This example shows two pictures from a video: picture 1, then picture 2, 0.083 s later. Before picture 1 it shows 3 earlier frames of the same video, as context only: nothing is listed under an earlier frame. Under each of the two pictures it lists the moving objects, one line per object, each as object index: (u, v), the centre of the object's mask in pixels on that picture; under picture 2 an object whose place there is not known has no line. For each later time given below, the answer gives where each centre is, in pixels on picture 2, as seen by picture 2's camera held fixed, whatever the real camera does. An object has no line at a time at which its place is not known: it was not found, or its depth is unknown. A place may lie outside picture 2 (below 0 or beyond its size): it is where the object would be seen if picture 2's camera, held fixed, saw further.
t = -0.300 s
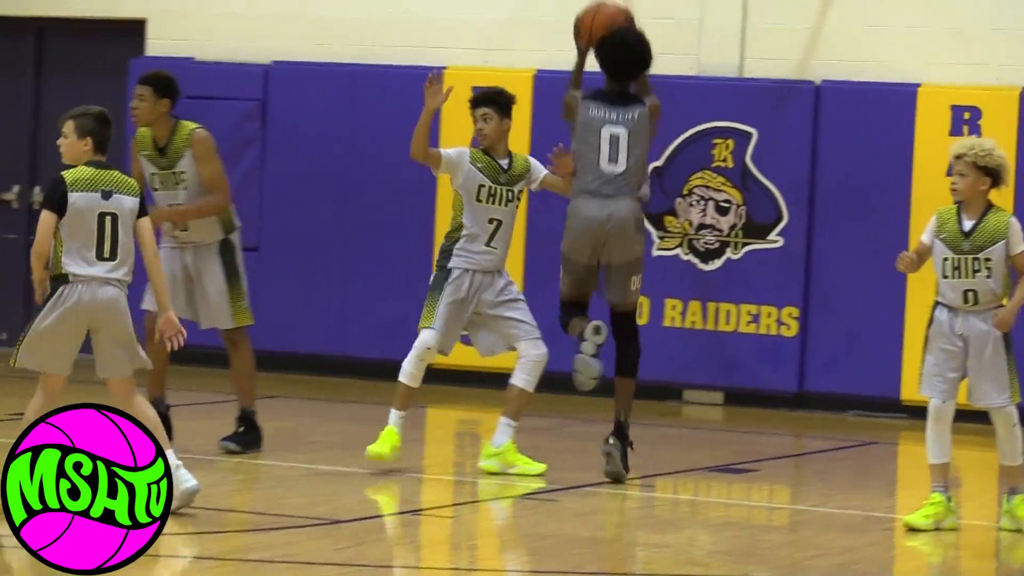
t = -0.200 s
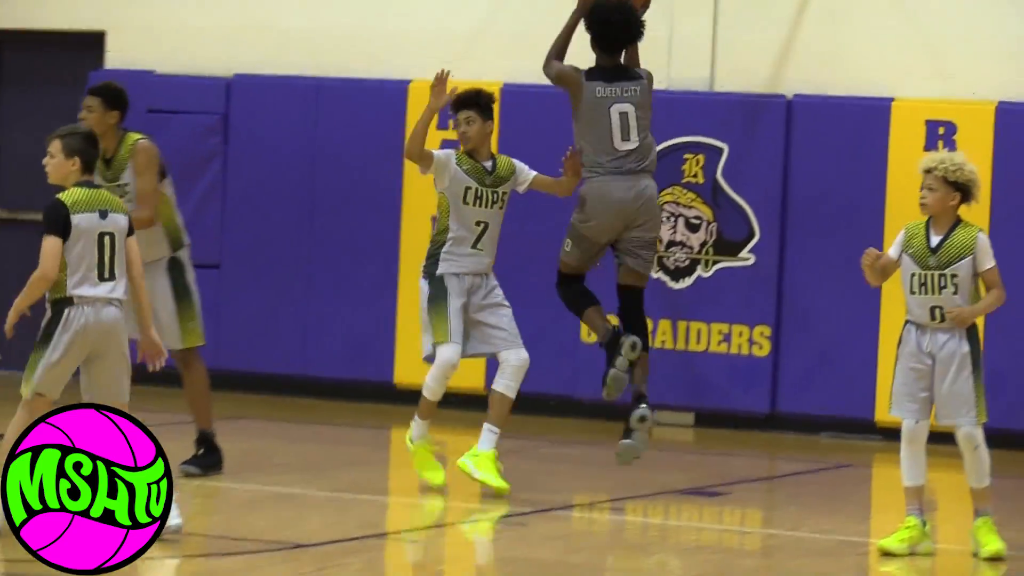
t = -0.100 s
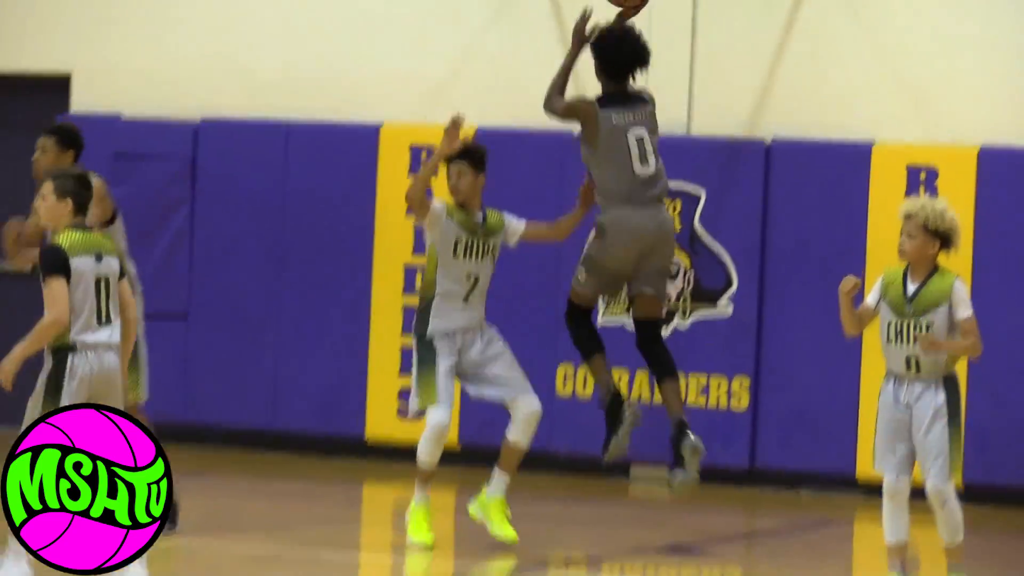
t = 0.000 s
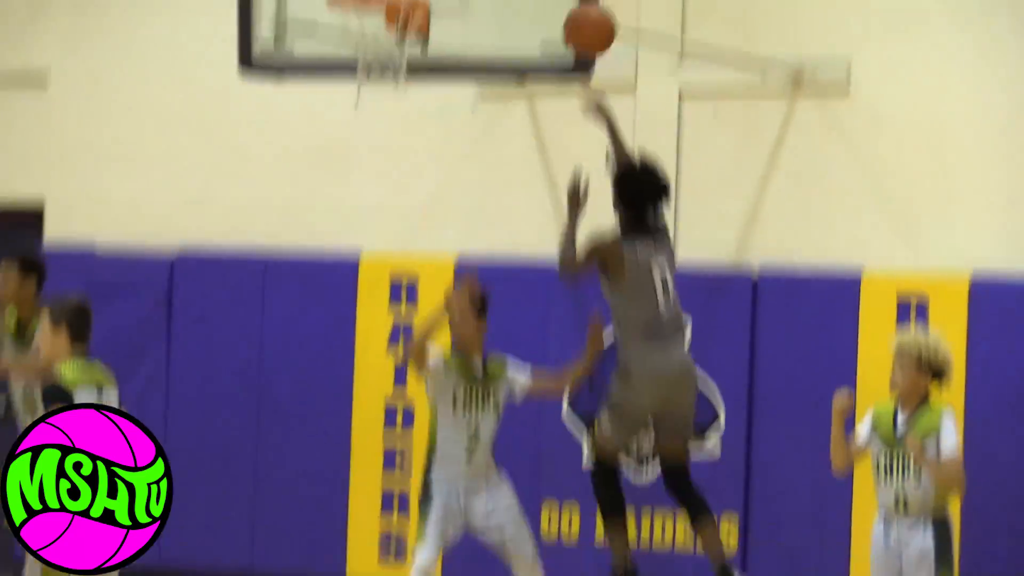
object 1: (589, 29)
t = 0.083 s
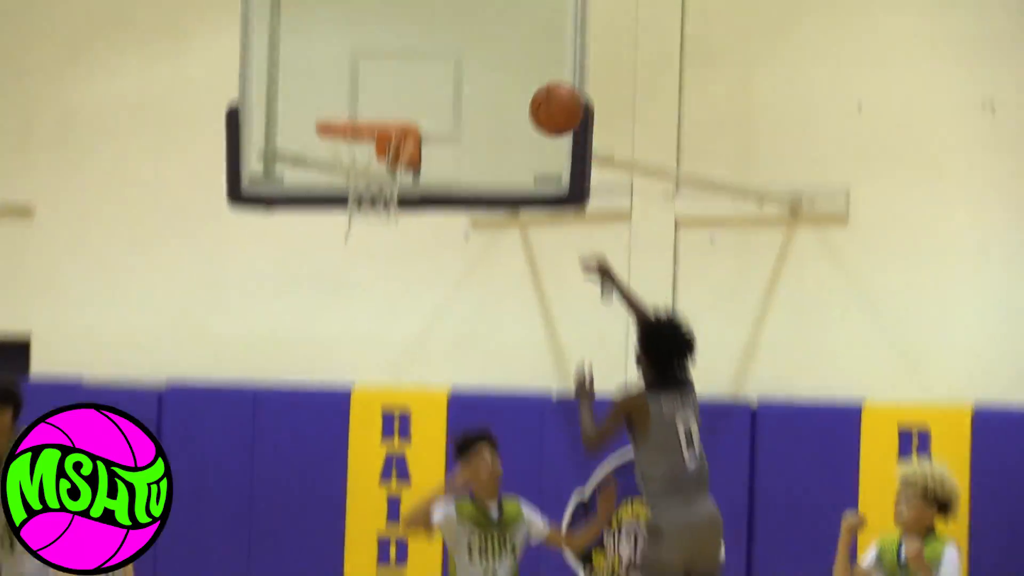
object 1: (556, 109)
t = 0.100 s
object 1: (550, 99)
